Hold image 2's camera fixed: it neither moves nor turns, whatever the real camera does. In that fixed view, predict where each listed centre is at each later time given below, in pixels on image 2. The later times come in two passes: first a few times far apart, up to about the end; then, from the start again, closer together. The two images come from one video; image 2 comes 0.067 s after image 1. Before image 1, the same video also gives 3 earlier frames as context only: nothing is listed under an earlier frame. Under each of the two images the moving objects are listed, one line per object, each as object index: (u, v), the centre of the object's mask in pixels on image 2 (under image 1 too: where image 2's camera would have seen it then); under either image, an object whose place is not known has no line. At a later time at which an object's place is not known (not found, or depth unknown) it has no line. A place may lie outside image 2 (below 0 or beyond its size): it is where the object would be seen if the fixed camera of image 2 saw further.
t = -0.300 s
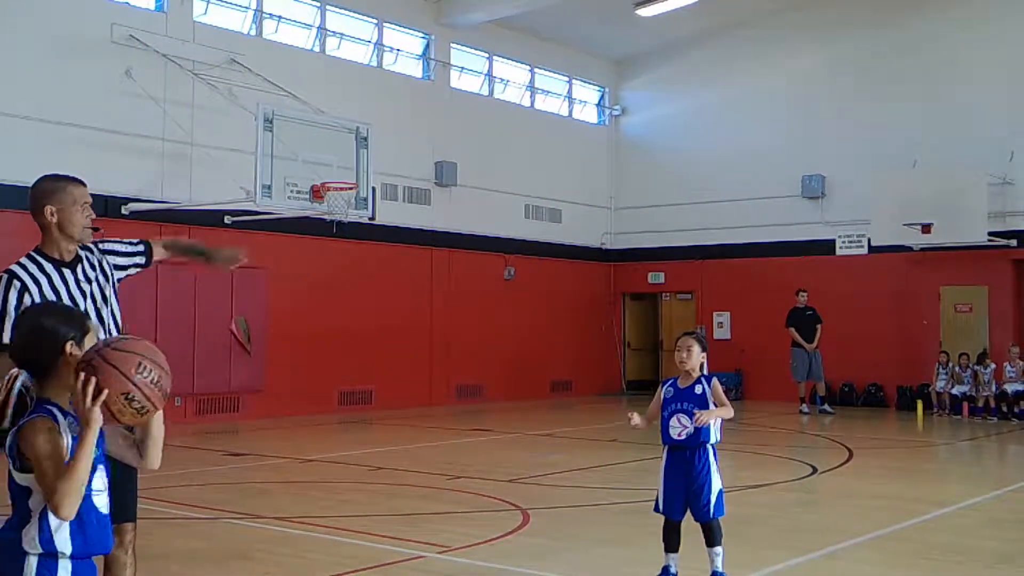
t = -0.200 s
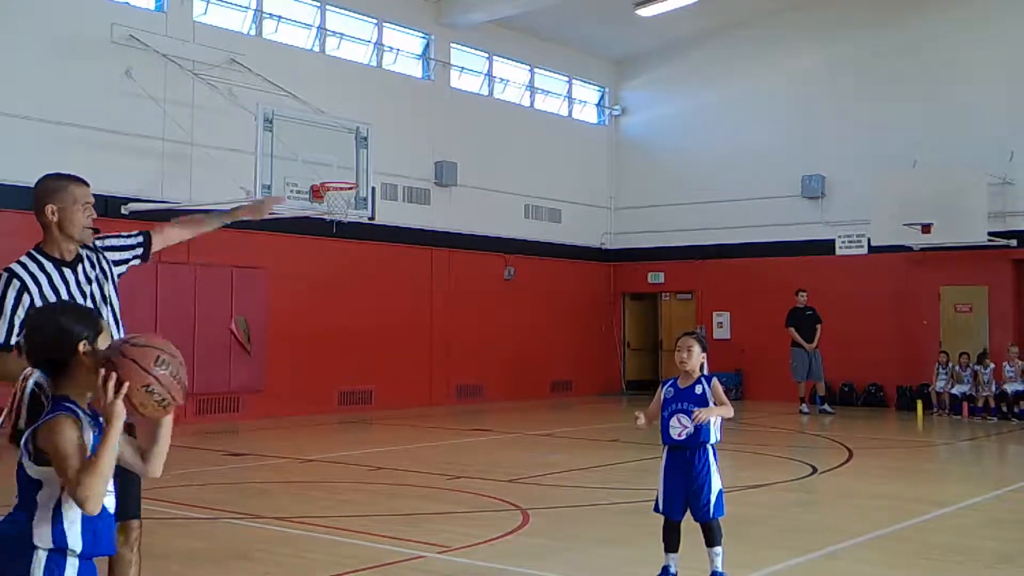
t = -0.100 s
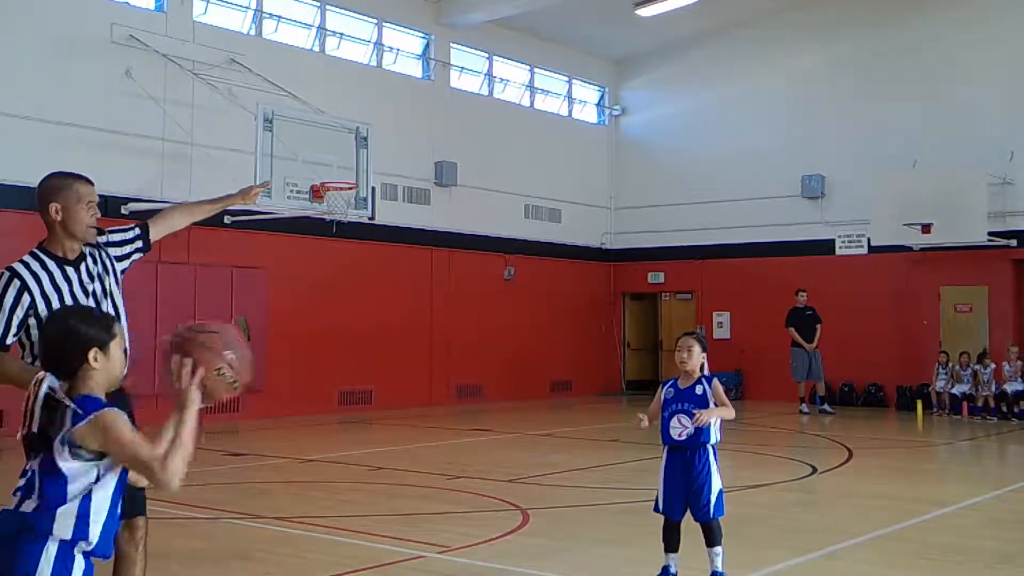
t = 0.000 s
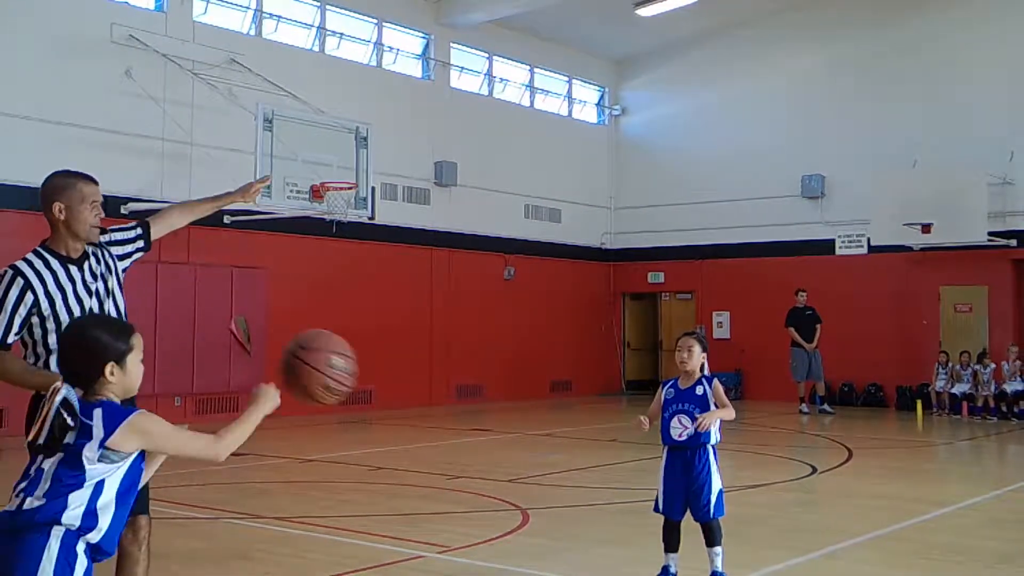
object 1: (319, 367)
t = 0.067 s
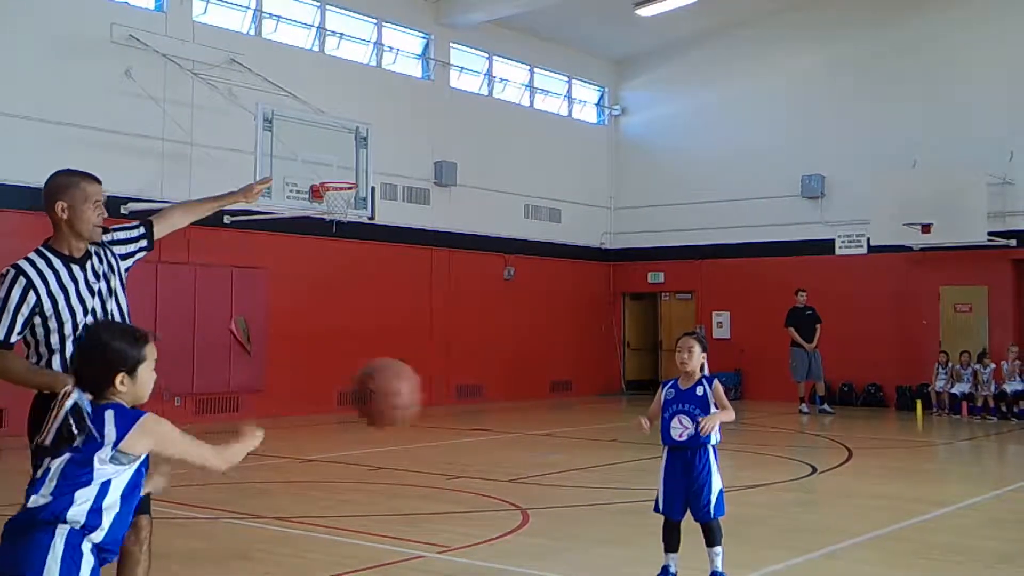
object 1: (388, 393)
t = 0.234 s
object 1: (515, 497)
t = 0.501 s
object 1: (622, 513)
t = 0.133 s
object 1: (443, 429)
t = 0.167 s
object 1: (468, 449)
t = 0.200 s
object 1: (489, 473)
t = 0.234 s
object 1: (515, 497)
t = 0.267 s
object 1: (536, 523)
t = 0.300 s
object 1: (554, 549)
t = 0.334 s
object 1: (573, 564)
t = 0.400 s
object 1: (598, 572)
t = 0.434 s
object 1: (603, 558)
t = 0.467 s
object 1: (611, 535)
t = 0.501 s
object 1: (622, 513)
